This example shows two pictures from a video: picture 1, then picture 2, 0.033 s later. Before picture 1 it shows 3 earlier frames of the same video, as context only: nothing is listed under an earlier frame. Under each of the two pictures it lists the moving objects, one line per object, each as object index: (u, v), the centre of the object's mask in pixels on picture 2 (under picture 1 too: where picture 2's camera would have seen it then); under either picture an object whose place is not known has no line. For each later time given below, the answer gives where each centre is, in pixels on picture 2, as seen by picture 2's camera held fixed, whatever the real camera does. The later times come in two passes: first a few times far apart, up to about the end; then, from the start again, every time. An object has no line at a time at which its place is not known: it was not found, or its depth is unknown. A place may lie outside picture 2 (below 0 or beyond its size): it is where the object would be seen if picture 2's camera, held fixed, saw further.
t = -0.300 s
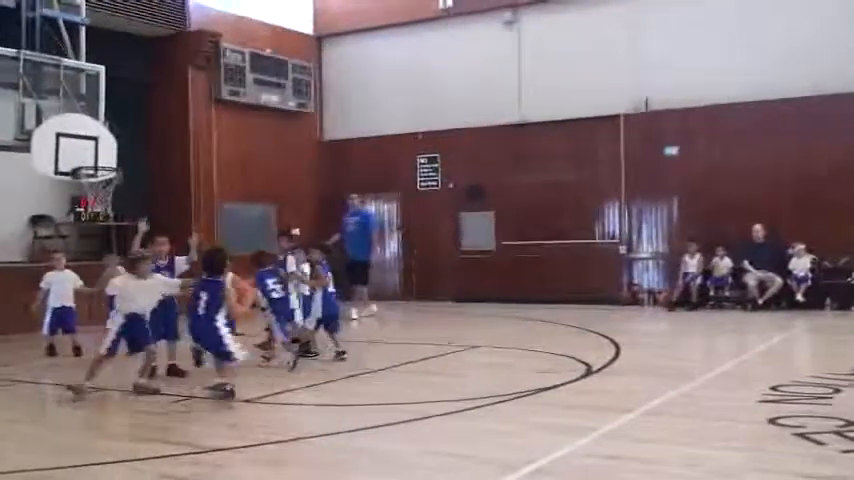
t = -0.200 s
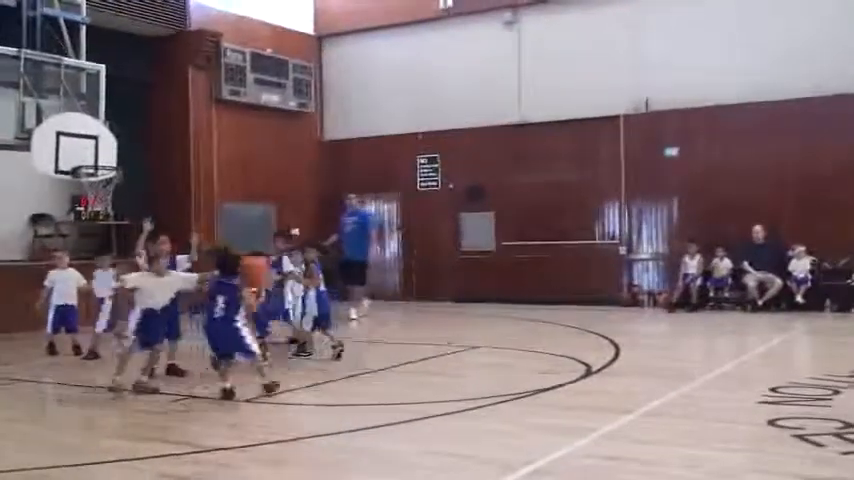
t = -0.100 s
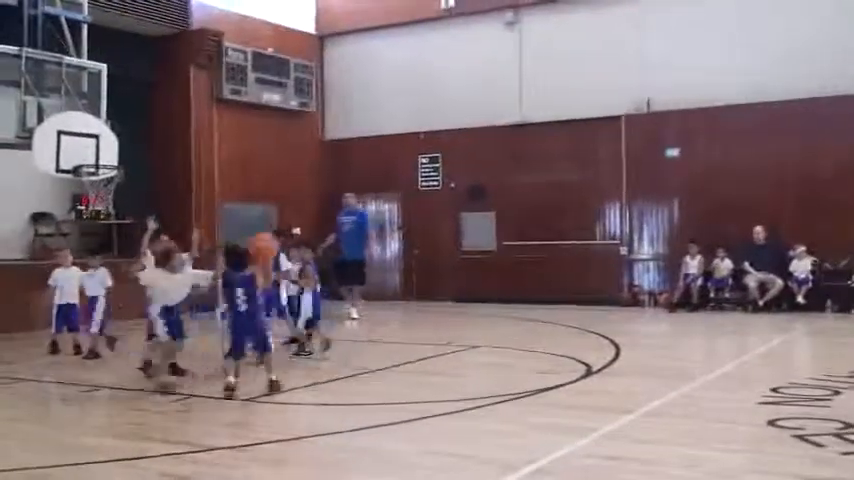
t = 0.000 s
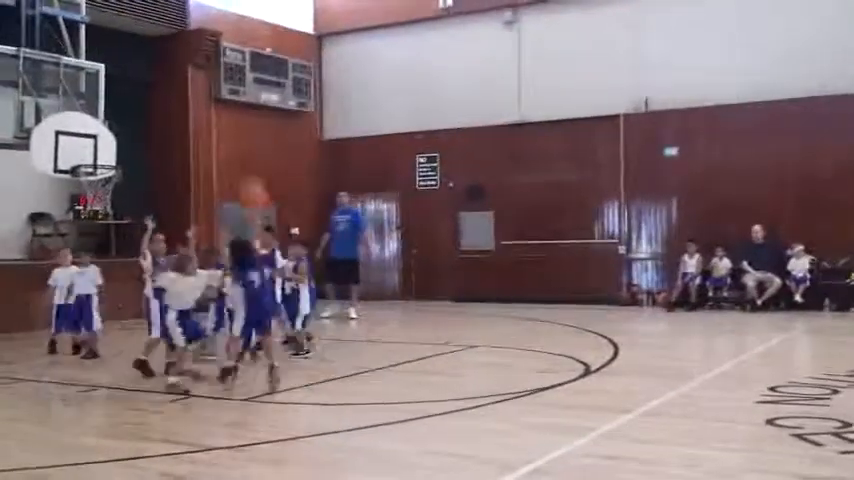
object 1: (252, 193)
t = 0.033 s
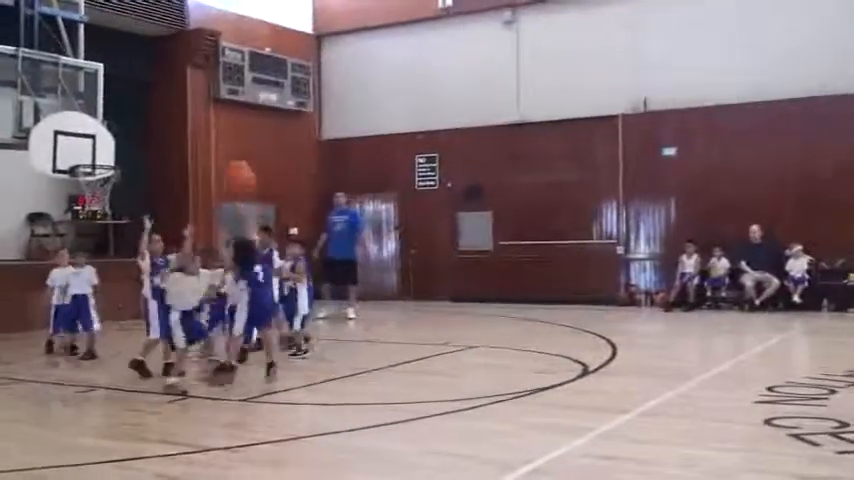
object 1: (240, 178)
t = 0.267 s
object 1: (170, 90)
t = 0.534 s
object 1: (108, 77)
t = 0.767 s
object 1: (61, 121)
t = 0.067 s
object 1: (233, 158)
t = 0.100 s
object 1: (217, 141)
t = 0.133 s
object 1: (213, 126)
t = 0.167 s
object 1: (199, 113)
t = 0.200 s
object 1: (187, 105)
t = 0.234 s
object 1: (179, 97)
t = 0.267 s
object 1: (170, 90)
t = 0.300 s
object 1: (161, 83)
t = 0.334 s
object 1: (153, 78)
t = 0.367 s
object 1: (145, 77)
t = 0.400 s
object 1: (136, 74)
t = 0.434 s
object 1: (130, 74)
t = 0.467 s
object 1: (123, 72)
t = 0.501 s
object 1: (115, 74)
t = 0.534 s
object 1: (108, 77)
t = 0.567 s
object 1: (101, 79)
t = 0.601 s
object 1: (94, 82)
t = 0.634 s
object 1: (86, 87)
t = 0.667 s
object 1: (83, 92)
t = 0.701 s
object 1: (74, 103)
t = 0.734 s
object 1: (67, 112)
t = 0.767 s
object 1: (61, 121)
